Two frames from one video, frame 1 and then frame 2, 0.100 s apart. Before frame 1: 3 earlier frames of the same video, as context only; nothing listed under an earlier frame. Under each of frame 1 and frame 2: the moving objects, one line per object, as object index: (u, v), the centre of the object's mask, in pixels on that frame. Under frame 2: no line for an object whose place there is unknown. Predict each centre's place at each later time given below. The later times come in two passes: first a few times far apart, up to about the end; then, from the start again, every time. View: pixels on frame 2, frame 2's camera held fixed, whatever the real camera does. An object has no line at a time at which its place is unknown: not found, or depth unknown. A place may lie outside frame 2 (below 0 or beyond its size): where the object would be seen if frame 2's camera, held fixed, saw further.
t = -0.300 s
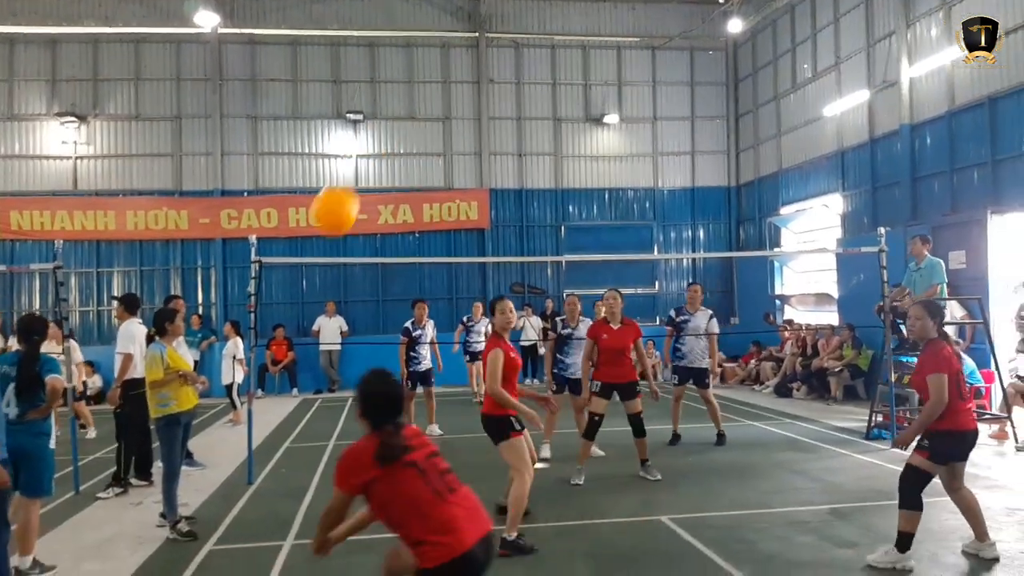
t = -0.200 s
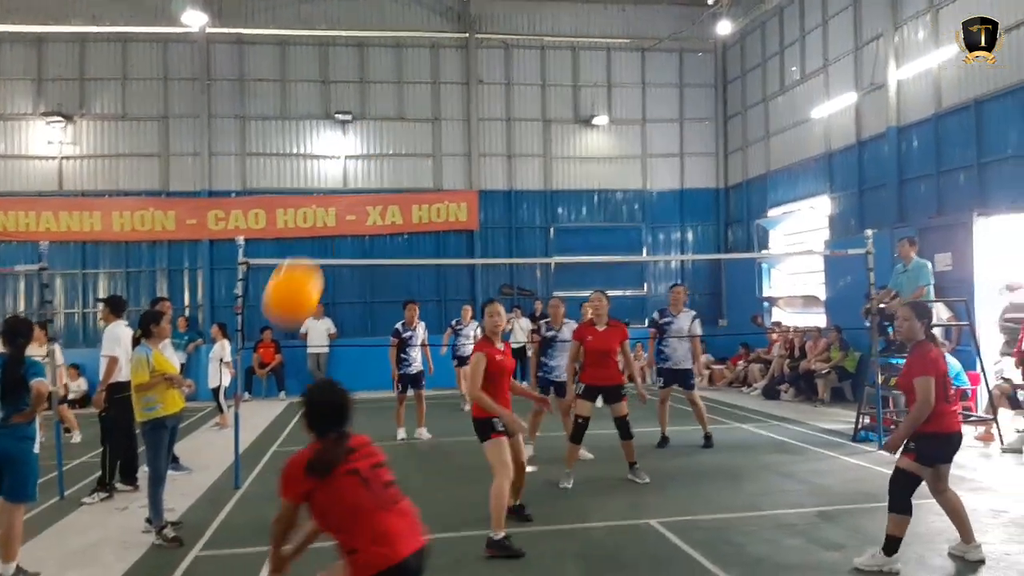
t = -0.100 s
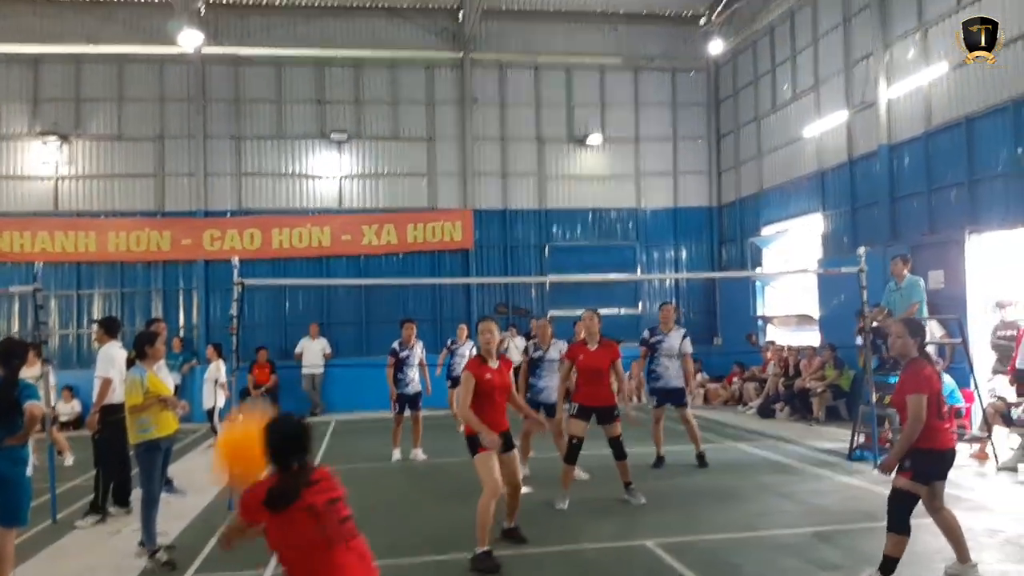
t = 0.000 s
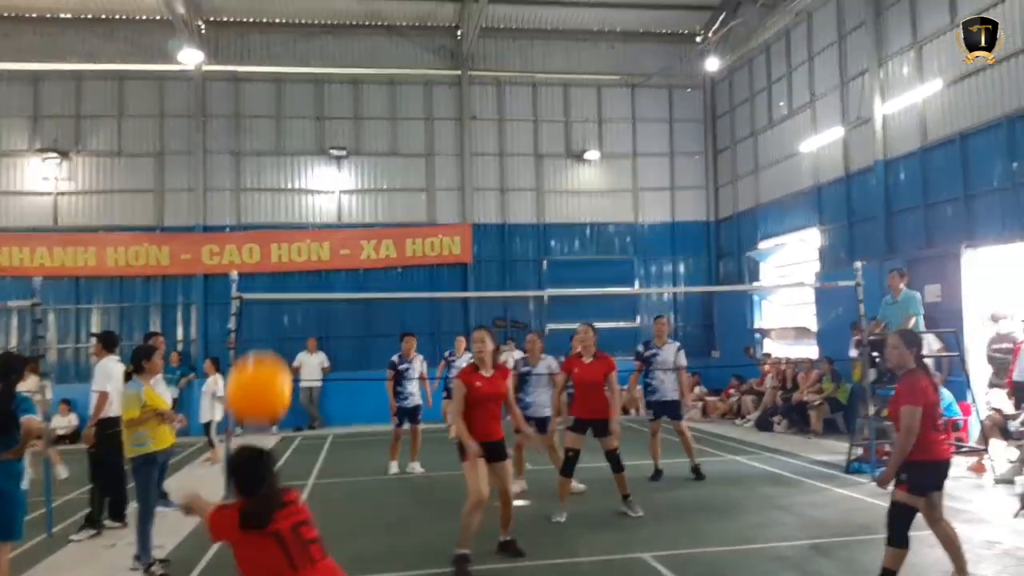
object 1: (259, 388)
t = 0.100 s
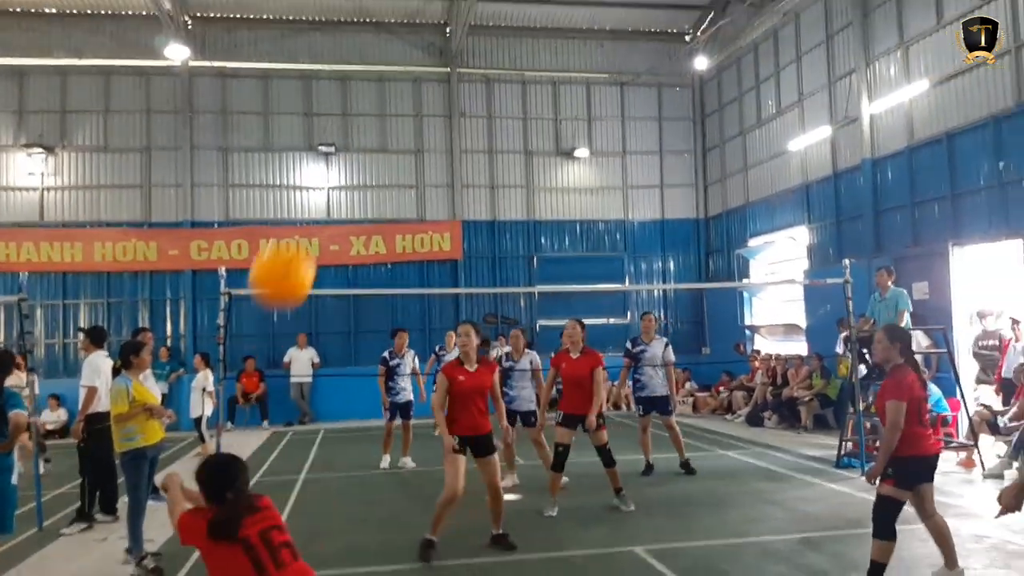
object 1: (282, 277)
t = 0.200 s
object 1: (315, 190)
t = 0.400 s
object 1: (378, 83)
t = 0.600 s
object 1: (442, 62)
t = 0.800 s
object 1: (497, 106)
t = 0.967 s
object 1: (543, 200)
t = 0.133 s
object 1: (293, 247)
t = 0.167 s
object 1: (305, 216)
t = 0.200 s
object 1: (315, 190)
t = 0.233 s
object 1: (324, 161)
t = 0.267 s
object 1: (335, 142)
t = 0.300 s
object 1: (349, 123)
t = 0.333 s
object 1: (359, 109)
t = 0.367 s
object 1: (368, 95)
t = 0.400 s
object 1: (378, 83)
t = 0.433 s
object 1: (392, 73)
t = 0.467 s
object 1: (401, 67)
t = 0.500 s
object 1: (407, 64)
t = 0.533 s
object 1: (419, 61)
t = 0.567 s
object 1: (433, 60)
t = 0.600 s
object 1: (442, 62)
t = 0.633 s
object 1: (447, 64)
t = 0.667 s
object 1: (459, 68)
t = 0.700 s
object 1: (469, 72)
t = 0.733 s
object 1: (477, 84)
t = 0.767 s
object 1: (486, 93)
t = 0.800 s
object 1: (497, 106)
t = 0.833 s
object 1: (508, 120)
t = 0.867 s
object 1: (516, 137)
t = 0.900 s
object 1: (523, 158)
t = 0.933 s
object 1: (532, 176)
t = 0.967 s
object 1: (543, 200)
